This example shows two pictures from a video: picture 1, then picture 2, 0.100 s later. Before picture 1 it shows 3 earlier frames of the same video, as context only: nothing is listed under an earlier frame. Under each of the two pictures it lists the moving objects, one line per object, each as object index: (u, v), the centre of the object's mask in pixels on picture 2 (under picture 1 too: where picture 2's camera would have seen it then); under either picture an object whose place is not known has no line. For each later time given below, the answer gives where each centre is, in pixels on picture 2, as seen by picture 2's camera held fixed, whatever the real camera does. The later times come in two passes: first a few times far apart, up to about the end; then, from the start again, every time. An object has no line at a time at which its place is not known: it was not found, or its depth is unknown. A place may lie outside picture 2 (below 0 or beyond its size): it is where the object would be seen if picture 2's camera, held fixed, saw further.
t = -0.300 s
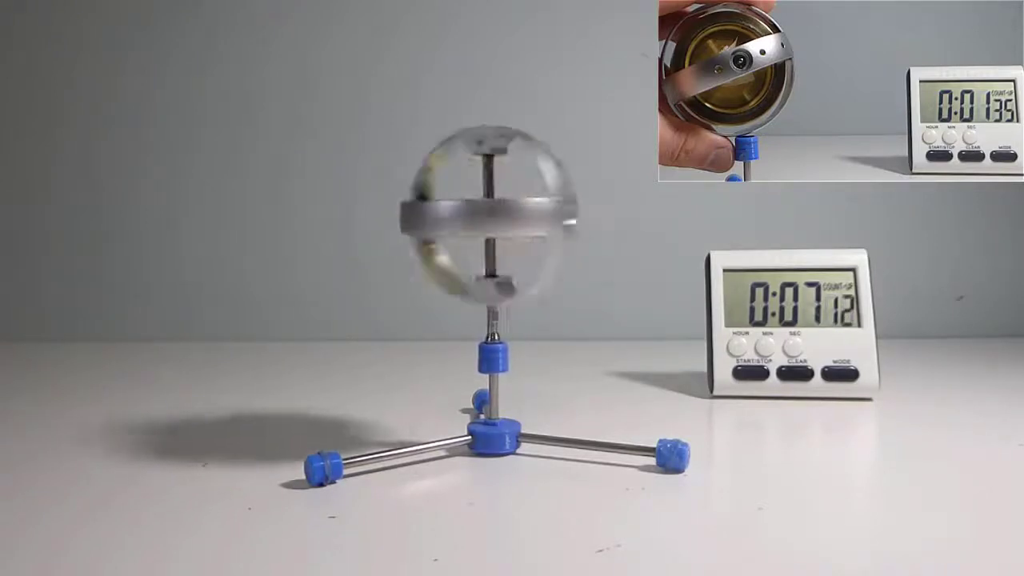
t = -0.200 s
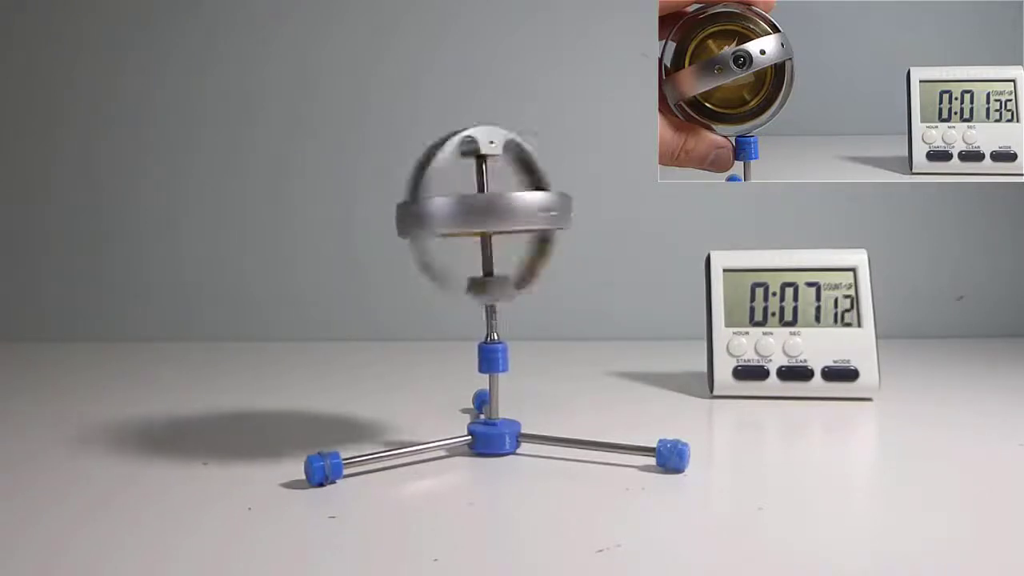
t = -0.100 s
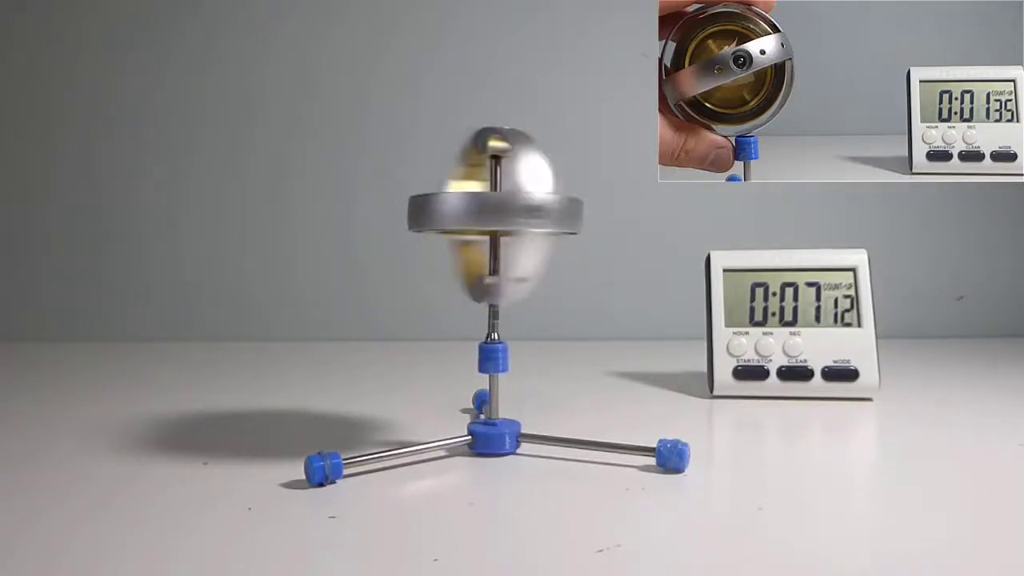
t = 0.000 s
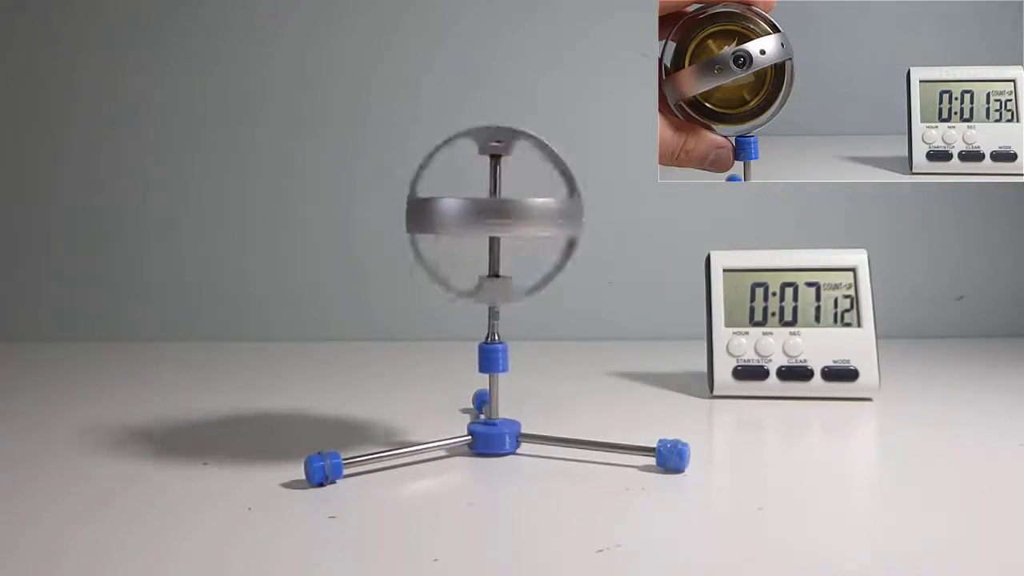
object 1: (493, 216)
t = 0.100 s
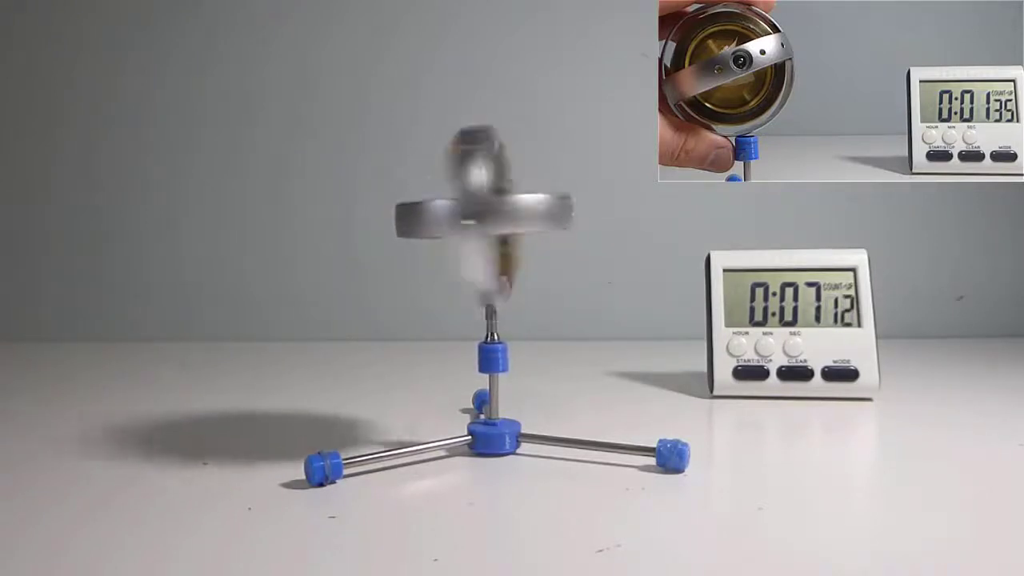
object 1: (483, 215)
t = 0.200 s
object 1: (487, 212)
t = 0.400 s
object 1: (490, 215)
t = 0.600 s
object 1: (497, 215)
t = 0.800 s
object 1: (478, 217)
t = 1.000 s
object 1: (494, 215)
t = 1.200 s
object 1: (487, 216)
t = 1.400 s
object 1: (489, 216)
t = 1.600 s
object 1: (499, 216)
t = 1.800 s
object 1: (483, 209)
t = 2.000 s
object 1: (494, 215)
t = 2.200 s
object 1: (486, 216)
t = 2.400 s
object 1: (492, 215)
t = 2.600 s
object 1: (497, 216)
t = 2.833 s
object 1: (482, 212)
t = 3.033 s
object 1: (495, 216)
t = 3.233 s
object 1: (487, 216)
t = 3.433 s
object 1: (490, 216)
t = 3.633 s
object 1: (499, 215)
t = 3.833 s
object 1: (483, 209)
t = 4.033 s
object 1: (495, 215)
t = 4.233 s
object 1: (484, 216)
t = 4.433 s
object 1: (487, 208)
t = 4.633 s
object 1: (497, 216)
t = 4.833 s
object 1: (484, 215)
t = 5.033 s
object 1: (497, 215)
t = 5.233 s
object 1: (481, 215)
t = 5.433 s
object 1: (494, 216)
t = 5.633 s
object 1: (493, 217)
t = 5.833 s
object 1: (487, 214)
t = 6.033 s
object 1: (498, 213)
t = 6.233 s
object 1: (478, 215)
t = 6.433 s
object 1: (497, 215)
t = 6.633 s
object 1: (486, 215)
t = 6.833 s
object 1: (490, 216)
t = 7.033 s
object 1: (500, 215)
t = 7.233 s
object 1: (481, 208)
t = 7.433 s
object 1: (500, 210)
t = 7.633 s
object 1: (483, 216)
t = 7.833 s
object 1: (488, 208)
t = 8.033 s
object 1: (497, 217)
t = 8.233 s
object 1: (483, 216)
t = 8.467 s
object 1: (502, 207)
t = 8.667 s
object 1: (485, 216)
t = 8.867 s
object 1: (488, 210)
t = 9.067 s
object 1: (498, 217)
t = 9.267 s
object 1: (483, 215)
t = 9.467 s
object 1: (502, 209)
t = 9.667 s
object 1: (478, 215)
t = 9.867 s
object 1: (497, 216)
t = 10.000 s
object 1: (477, 216)
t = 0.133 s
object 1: (483, 211)
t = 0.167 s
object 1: (485, 216)
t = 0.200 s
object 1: (487, 212)
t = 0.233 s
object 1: (496, 216)
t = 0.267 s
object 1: (496, 214)
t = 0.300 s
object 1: (497, 211)
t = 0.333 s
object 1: (494, 215)
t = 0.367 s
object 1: (486, 208)
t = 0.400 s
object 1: (490, 215)
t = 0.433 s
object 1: (483, 216)
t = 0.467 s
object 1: (480, 216)
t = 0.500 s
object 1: (484, 217)
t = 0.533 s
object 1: (484, 210)
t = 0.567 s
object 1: (497, 216)
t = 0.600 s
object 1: (497, 215)
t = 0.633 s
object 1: (497, 211)
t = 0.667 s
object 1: (495, 215)
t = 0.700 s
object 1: (486, 209)
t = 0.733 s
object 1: (490, 216)
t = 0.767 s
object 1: (483, 213)
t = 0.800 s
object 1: (478, 217)
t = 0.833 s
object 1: (483, 216)
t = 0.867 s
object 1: (488, 215)
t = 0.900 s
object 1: (496, 217)
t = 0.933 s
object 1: (498, 212)
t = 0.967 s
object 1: (496, 215)
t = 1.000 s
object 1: (494, 215)
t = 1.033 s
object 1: (486, 210)
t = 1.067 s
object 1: (489, 216)
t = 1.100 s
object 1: (485, 215)
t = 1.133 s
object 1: (483, 209)
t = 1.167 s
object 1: (482, 216)
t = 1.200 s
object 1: (487, 216)
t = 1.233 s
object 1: (495, 217)
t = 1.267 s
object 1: (499, 215)
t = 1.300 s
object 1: (498, 211)
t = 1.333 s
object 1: (494, 215)
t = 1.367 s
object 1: (492, 216)
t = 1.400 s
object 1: (489, 216)
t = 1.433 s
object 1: (487, 216)
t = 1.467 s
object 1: (483, 209)
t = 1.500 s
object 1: (482, 216)
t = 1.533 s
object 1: (487, 216)
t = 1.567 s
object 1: (495, 217)
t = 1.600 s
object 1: (499, 216)
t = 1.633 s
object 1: (500, 210)
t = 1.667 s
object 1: (494, 215)
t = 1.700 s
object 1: (493, 216)
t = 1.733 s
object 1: (490, 215)
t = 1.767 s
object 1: (488, 215)
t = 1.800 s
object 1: (483, 209)
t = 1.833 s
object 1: (481, 215)
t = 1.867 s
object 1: (486, 216)
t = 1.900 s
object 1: (493, 217)
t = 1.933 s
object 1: (499, 216)
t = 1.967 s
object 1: (500, 209)
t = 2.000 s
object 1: (494, 215)
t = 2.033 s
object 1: (494, 216)
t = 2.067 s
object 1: (491, 215)
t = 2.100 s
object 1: (488, 214)
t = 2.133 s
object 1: (483, 209)
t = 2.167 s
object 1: (480, 215)
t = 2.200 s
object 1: (486, 216)
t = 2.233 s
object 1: (493, 217)
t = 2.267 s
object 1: (498, 215)
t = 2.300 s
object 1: (498, 214)
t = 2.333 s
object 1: (494, 215)
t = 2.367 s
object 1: (494, 216)
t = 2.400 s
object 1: (492, 215)
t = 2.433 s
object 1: (489, 215)
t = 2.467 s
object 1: (482, 215)
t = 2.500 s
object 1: (479, 215)
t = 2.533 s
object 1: (485, 216)
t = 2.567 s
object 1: (492, 217)
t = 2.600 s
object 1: (497, 216)
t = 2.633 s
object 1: (498, 215)
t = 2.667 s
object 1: (498, 211)
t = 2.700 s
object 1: (495, 215)
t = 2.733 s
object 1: (488, 209)
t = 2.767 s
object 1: (490, 216)
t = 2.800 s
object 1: (483, 217)
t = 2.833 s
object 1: (482, 212)
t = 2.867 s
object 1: (483, 216)
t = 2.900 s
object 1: (485, 211)
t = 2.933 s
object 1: (497, 217)
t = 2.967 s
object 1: (498, 210)
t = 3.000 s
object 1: (496, 215)
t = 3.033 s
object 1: (495, 216)
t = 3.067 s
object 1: (487, 210)
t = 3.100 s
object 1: (490, 216)
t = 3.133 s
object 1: (486, 215)
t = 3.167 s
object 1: (483, 209)
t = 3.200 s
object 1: (482, 216)
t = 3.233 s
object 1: (487, 216)
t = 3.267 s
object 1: (495, 216)
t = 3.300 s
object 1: (499, 215)
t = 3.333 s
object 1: (496, 215)
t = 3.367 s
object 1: (494, 215)
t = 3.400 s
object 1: (493, 216)
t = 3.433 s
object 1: (490, 216)
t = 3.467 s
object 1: (488, 215)
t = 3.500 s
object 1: (482, 208)
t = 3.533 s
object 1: (481, 216)
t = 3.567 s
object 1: (486, 216)
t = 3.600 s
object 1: (494, 217)
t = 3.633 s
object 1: (499, 215)
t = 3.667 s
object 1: (501, 210)
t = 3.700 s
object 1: (495, 215)
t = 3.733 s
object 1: (494, 216)
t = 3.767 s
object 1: (491, 216)
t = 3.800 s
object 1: (488, 215)
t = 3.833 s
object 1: (483, 209)
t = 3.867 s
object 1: (480, 215)
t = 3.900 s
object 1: (486, 216)
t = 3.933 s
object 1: (492, 217)
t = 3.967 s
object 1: (498, 216)
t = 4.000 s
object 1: (499, 213)
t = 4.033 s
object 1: (495, 215)
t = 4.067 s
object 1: (495, 216)
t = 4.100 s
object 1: (492, 215)
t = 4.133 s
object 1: (488, 214)
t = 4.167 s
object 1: (480, 216)
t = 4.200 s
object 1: (479, 216)
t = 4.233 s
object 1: (484, 216)
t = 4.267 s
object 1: (492, 217)
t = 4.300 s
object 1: (497, 216)
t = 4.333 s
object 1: (499, 214)
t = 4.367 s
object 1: (496, 214)
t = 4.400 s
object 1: (495, 216)
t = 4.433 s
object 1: (487, 208)
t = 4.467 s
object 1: (489, 215)
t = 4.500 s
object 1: (481, 217)
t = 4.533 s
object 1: (479, 216)
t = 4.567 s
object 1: (483, 217)
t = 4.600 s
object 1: (486, 212)
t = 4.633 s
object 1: (497, 216)
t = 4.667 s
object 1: (499, 215)
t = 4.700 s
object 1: (499, 211)
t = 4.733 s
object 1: (496, 215)
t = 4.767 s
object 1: (487, 209)
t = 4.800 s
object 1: (490, 215)
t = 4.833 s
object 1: (484, 215)
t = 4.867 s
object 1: (481, 211)
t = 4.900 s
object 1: (482, 216)
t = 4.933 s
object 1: (486, 216)
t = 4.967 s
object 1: (496, 217)
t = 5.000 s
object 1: (500, 214)
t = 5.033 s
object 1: (497, 215)
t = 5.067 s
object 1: (496, 215)
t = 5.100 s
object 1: (493, 215)
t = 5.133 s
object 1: (490, 215)
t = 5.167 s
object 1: (486, 215)
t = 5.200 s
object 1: (482, 209)
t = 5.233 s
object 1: (481, 215)
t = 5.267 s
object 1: (486, 216)
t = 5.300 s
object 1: (494, 216)
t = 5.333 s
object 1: (500, 215)
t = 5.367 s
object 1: (501, 209)
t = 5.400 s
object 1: (499, 208)
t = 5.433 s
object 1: (494, 216)
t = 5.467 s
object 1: (491, 216)
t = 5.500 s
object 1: (487, 215)
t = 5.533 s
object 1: (482, 209)
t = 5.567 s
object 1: (480, 215)
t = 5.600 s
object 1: (485, 216)
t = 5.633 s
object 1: (493, 217)
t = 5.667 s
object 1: (499, 215)
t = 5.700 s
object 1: (501, 210)
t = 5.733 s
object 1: (496, 214)
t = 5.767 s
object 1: (495, 216)
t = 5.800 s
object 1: (492, 215)
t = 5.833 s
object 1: (487, 214)
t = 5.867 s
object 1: (482, 208)
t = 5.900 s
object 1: (478, 216)
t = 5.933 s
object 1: (484, 216)
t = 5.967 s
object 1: (493, 217)
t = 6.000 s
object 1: (498, 216)
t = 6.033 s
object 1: (498, 213)
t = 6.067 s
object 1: (499, 211)
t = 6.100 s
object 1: (496, 215)
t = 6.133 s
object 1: (487, 209)
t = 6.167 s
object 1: (489, 215)
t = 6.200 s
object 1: (479, 215)
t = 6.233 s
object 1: (478, 215)
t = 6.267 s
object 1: (483, 217)
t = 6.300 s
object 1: (490, 218)
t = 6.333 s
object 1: (497, 216)
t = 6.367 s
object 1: (498, 215)
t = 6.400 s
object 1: (499, 211)
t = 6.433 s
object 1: (497, 215)
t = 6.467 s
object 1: (489, 209)
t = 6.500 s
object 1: (490, 215)
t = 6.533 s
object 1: (480, 217)
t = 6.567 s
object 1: (479, 211)
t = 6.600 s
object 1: (482, 216)
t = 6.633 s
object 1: (486, 215)
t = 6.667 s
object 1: (497, 217)
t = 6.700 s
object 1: (500, 213)
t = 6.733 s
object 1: (498, 215)
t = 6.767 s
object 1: (501, 209)
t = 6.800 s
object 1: (489, 210)
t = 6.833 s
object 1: (490, 216)
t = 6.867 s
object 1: (485, 216)
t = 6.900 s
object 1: (481, 209)
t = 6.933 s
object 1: (480, 215)
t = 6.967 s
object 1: (486, 216)
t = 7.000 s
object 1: (494, 216)
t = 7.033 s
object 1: (500, 215)
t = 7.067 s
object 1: (502, 207)
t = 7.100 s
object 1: (500, 209)
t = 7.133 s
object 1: (494, 216)
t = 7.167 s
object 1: (491, 215)
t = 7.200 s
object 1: (487, 214)
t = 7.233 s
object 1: (481, 208)
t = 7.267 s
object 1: (479, 215)
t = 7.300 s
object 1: (485, 216)
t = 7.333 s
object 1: (493, 216)
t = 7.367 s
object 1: (500, 215)
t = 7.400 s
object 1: (502, 209)
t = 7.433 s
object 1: (500, 210)
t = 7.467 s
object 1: (495, 216)
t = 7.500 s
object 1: (492, 215)
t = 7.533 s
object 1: (488, 215)
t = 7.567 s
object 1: (479, 215)
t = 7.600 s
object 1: (478, 215)
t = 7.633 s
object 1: (483, 216)
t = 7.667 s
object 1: (493, 221)
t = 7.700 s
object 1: (498, 215)
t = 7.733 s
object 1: (500, 214)
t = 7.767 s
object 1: (497, 215)
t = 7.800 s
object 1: (497, 215)
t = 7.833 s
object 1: (488, 208)
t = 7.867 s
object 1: (489, 215)
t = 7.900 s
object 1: (480, 216)
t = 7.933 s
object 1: (477, 216)
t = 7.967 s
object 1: (482, 217)
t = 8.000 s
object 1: (490, 218)
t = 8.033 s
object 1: (497, 217)
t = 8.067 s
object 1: (500, 215)
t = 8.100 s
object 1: (498, 215)
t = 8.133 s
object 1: (497, 215)
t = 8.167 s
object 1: (488, 209)
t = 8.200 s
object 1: (489, 215)
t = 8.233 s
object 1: (483, 216)
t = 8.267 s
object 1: (478, 211)
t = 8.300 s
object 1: (480, 216)
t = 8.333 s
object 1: (485, 215)
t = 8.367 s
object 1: (495, 217)
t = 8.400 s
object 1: (500, 214)
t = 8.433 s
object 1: (498, 215)
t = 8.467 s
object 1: (502, 207)
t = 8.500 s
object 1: (494, 216)
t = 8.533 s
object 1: (490, 215)
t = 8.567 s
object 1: (486, 215)
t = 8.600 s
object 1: (480, 209)
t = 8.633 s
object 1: (479, 215)
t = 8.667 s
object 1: (485, 216)
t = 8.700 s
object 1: (493, 217)
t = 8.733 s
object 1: (501, 215)
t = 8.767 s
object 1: (503, 210)
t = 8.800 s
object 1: (500, 203)
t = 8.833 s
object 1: (496, 216)
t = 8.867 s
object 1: (488, 210)
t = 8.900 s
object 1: (487, 215)
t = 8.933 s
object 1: (479, 216)
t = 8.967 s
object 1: (479, 211)
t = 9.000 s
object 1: (482, 217)
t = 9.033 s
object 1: (486, 213)
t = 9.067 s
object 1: (498, 217)
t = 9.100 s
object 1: (499, 216)
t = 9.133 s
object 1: (497, 215)
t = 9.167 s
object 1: (500, 209)
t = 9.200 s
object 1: (488, 210)
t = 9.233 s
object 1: (489, 216)
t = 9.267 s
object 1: (483, 215)
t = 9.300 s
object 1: (481, 209)
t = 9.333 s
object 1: (480, 216)
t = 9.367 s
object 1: (486, 216)
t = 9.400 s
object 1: (495, 217)
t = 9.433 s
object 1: (500, 216)
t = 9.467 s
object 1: (502, 209)
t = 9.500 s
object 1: (498, 200)
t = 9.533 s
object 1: (494, 216)
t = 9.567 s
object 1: (491, 215)
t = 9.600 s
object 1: (487, 216)
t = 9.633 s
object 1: (479, 214)
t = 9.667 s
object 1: (478, 215)
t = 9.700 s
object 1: (484, 216)
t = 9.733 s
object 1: (492, 218)
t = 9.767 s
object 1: (499, 216)
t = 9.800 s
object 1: (499, 215)
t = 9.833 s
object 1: (497, 215)
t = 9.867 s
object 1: (497, 216)
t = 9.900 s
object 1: (491, 211)
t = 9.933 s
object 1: (490, 215)
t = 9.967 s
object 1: (478, 217)
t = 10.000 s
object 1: (477, 216)
